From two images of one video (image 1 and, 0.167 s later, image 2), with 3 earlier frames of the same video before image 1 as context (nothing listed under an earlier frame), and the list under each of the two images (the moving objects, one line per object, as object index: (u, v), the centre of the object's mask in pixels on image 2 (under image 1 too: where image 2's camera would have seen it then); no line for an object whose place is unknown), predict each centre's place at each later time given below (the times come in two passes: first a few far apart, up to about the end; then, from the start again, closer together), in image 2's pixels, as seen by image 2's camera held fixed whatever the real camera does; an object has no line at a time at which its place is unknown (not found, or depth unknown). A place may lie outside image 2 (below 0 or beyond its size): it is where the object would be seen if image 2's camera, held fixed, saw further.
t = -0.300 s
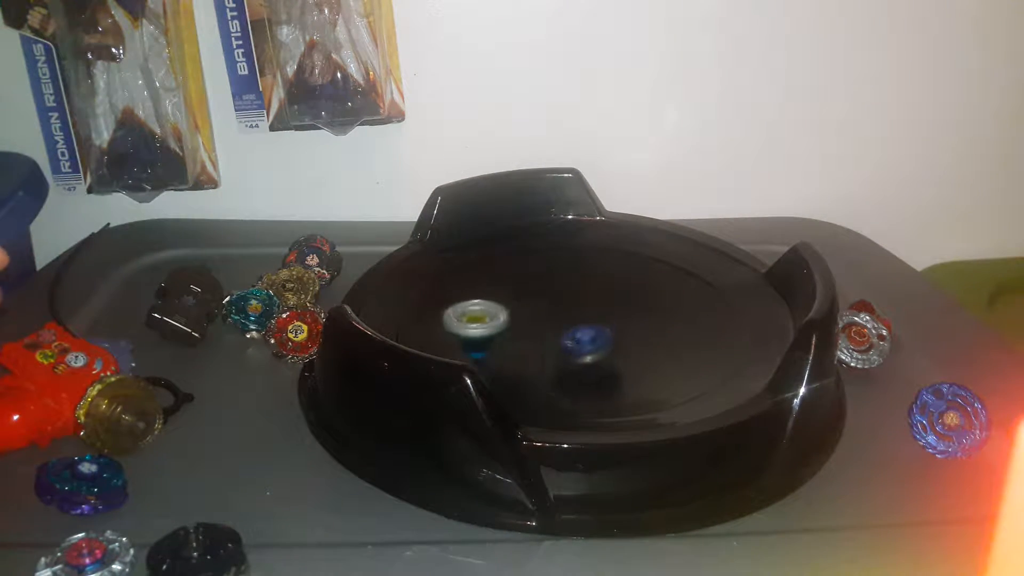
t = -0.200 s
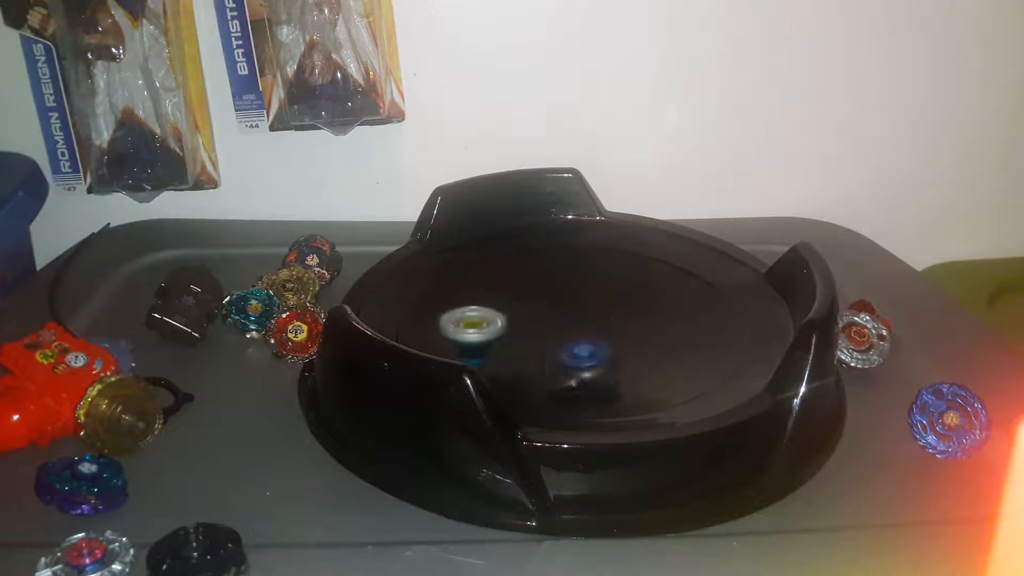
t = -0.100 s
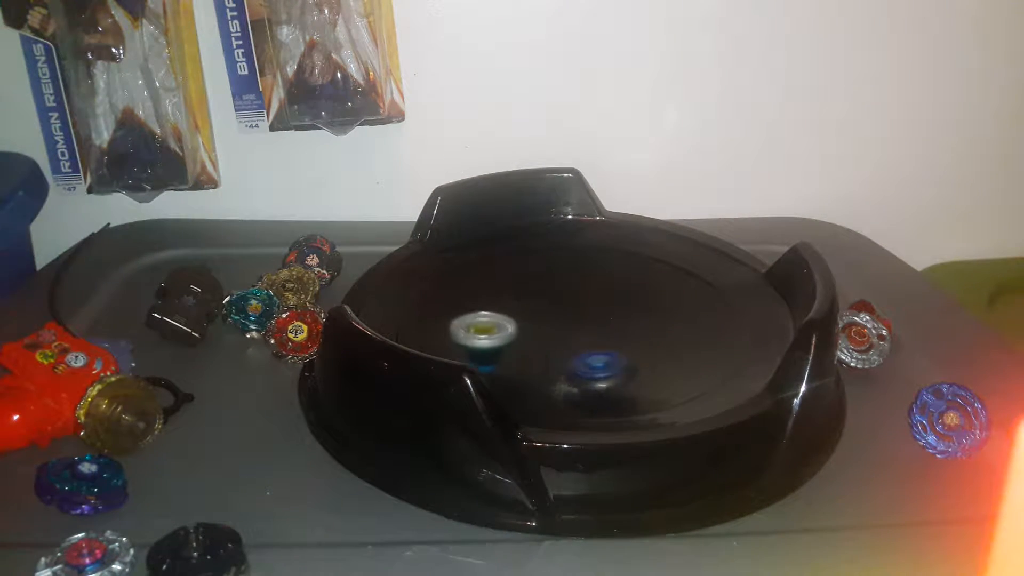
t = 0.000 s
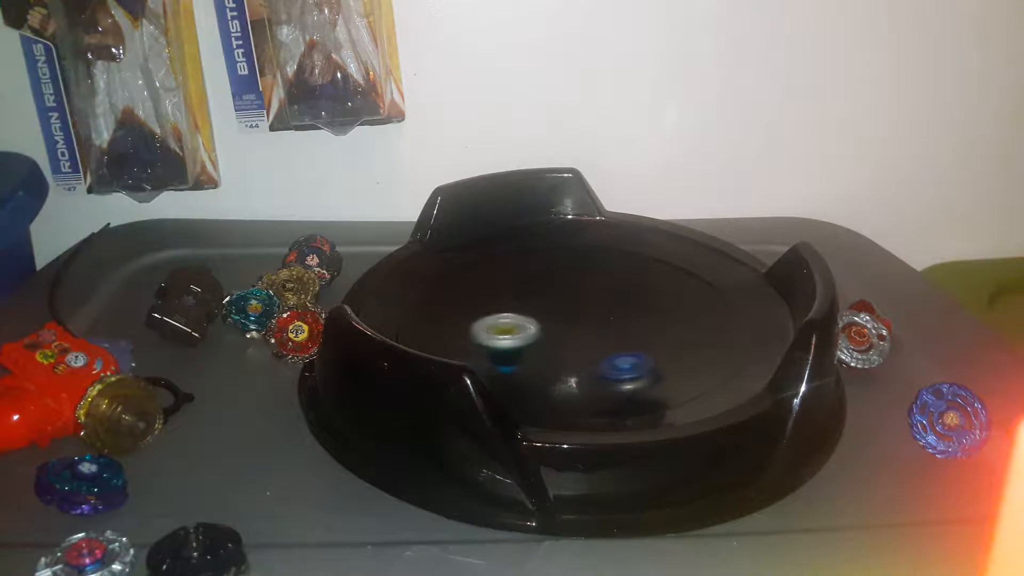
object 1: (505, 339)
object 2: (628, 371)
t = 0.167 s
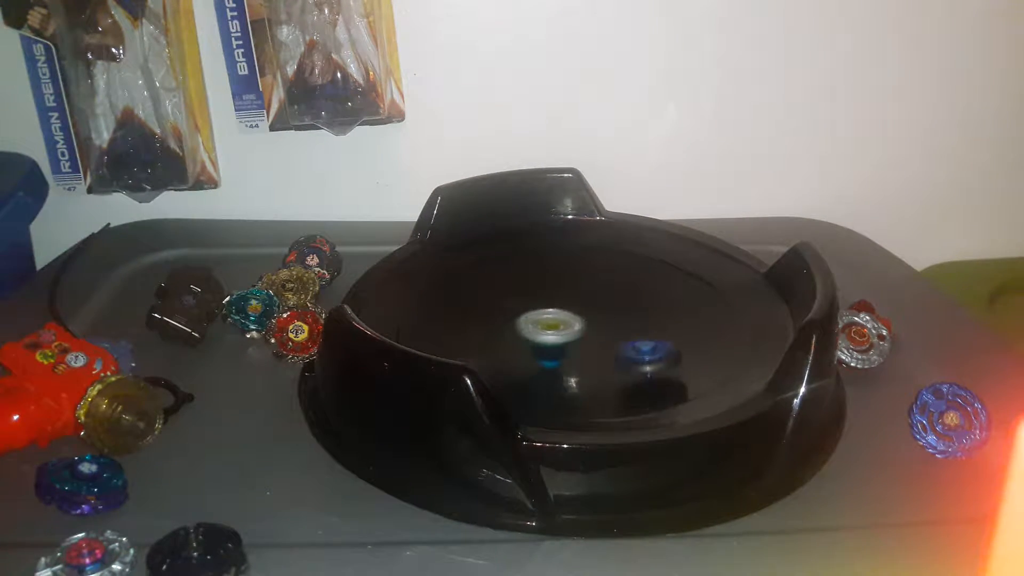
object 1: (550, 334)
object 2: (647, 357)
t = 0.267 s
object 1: (567, 330)
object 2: (623, 344)
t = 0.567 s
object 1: (493, 312)
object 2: (584, 346)
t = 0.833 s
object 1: (462, 331)
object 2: (531, 352)
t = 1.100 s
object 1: (441, 322)
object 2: (630, 364)
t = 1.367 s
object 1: (498, 333)
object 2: (581, 334)
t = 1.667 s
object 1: (480, 334)
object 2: (611, 305)
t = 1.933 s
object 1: (541, 340)
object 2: (554, 305)
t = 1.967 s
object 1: (547, 340)
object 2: (543, 306)
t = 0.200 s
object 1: (558, 333)
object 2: (643, 352)
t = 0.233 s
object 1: (563, 331)
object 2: (630, 347)
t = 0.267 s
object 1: (567, 330)
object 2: (623, 344)
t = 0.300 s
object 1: (562, 327)
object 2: (620, 342)
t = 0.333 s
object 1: (558, 326)
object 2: (612, 341)
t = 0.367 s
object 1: (549, 323)
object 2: (608, 340)
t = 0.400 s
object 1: (540, 321)
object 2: (605, 339)
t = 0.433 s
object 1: (533, 319)
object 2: (596, 338)
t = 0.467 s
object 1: (527, 319)
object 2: (588, 338)
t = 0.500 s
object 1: (524, 319)
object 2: (577, 338)
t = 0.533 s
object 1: (513, 315)
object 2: (576, 342)
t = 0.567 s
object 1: (493, 312)
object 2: (584, 346)
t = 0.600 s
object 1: (478, 309)
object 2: (588, 350)
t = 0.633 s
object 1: (468, 307)
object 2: (587, 352)
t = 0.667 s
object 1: (462, 308)
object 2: (582, 353)
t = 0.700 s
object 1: (460, 312)
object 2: (574, 354)
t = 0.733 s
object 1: (459, 317)
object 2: (564, 352)
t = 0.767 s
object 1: (460, 323)
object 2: (552, 352)
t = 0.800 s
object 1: (461, 328)
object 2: (542, 352)
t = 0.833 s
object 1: (462, 331)
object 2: (531, 352)
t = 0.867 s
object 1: (465, 333)
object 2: (521, 353)
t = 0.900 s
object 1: (450, 328)
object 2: (543, 363)
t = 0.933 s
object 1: (435, 322)
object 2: (565, 368)
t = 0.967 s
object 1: (427, 318)
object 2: (590, 369)
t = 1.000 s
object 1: (425, 315)
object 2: (606, 370)
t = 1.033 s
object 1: (426, 315)
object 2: (618, 369)
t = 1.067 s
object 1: (433, 317)
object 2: (625, 366)
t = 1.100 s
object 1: (441, 322)
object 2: (630, 364)
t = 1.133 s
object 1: (451, 326)
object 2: (631, 360)
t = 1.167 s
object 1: (460, 329)
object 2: (629, 356)
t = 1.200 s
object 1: (469, 332)
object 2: (624, 352)
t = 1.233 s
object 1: (476, 333)
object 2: (617, 348)
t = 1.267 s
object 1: (481, 335)
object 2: (611, 344)
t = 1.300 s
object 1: (485, 335)
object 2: (604, 341)
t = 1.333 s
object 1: (491, 335)
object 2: (592, 336)
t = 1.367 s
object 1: (498, 333)
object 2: (581, 334)
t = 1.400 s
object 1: (507, 331)
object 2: (571, 332)
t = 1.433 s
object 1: (516, 329)
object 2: (565, 331)
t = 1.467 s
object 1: (509, 327)
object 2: (569, 325)
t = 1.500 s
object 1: (495, 329)
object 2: (589, 316)
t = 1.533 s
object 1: (483, 331)
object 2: (603, 312)
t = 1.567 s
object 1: (478, 332)
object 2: (609, 307)
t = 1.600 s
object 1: (475, 331)
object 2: (615, 304)
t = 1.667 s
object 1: (480, 334)
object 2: (611, 305)
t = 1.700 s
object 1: (486, 335)
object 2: (607, 307)
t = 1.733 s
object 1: (494, 337)
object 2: (601, 309)
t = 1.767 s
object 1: (502, 338)
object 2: (592, 310)
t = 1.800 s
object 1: (511, 339)
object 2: (585, 310)
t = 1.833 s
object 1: (519, 340)
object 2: (579, 310)
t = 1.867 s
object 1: (527, 340)
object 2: (571, 309)
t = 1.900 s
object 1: (535, 340)
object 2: (564, 307)
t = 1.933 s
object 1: (541, 340)
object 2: (554, 305)
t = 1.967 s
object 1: (547, 340)
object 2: (543, 306)
